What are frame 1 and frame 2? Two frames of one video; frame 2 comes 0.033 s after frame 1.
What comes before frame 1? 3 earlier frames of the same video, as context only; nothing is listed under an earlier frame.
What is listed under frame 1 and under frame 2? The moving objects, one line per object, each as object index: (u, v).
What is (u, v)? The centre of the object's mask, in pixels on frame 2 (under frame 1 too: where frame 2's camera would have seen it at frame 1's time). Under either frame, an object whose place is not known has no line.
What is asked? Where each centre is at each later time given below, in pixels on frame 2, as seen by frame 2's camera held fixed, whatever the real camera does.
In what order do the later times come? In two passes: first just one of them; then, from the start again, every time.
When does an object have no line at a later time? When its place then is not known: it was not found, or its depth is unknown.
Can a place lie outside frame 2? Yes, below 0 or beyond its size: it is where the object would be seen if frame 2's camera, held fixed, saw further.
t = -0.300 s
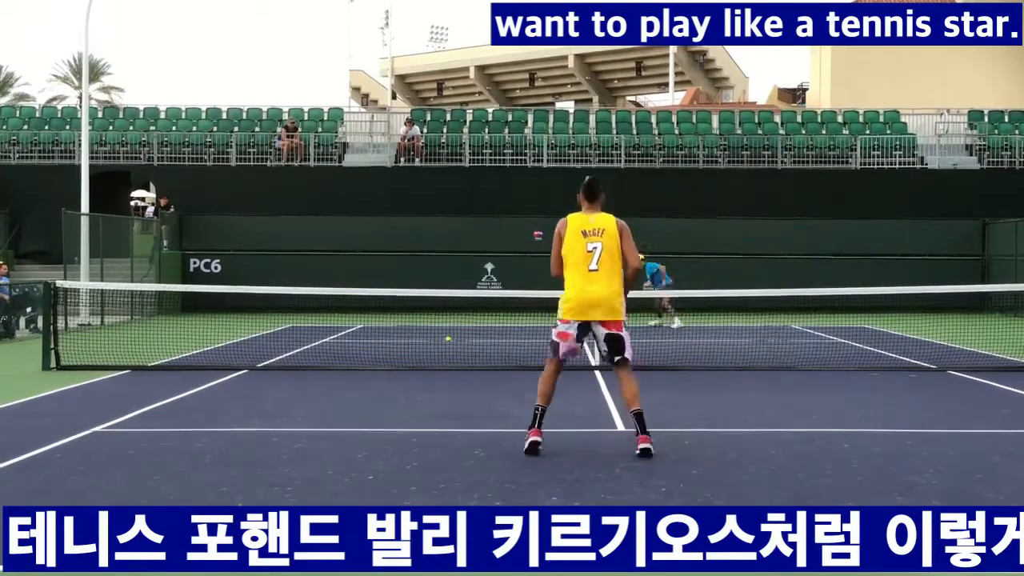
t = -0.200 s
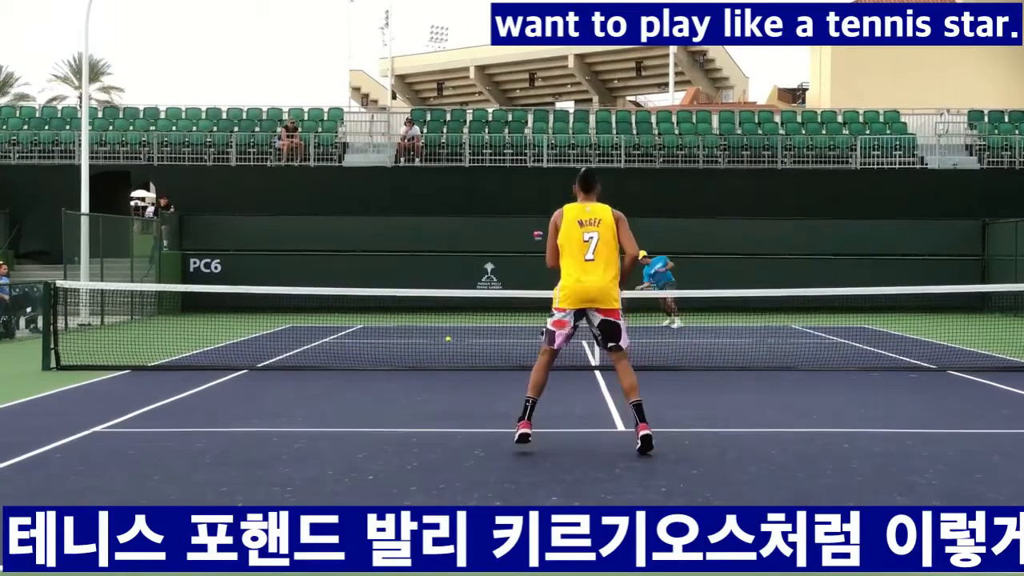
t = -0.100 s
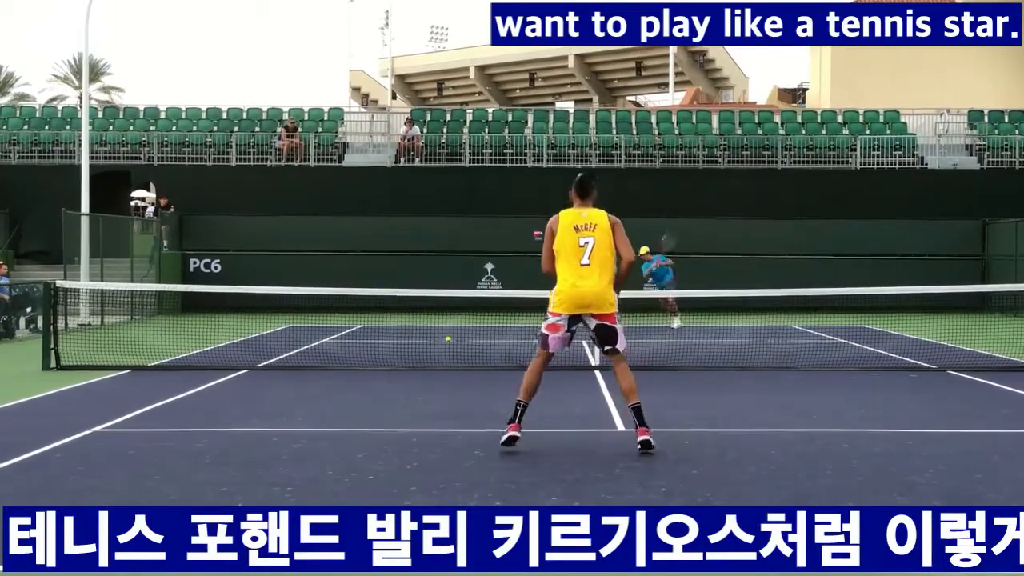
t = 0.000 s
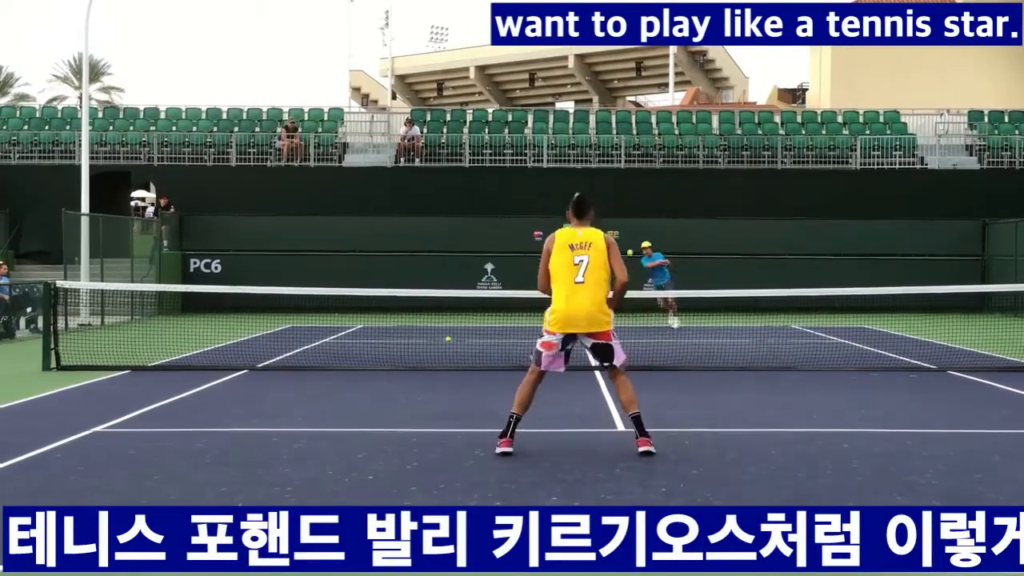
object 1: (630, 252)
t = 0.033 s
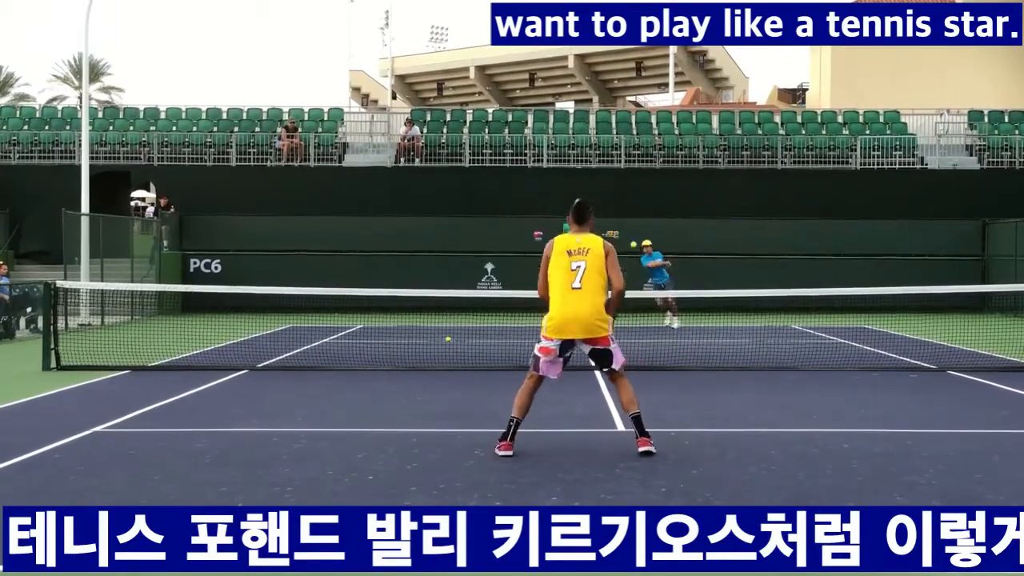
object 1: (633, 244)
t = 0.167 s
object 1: (655, 220)
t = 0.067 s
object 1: (637, 237)
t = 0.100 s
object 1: (642, 231)
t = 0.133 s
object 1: (648, 225)
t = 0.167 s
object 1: (655, 220)
